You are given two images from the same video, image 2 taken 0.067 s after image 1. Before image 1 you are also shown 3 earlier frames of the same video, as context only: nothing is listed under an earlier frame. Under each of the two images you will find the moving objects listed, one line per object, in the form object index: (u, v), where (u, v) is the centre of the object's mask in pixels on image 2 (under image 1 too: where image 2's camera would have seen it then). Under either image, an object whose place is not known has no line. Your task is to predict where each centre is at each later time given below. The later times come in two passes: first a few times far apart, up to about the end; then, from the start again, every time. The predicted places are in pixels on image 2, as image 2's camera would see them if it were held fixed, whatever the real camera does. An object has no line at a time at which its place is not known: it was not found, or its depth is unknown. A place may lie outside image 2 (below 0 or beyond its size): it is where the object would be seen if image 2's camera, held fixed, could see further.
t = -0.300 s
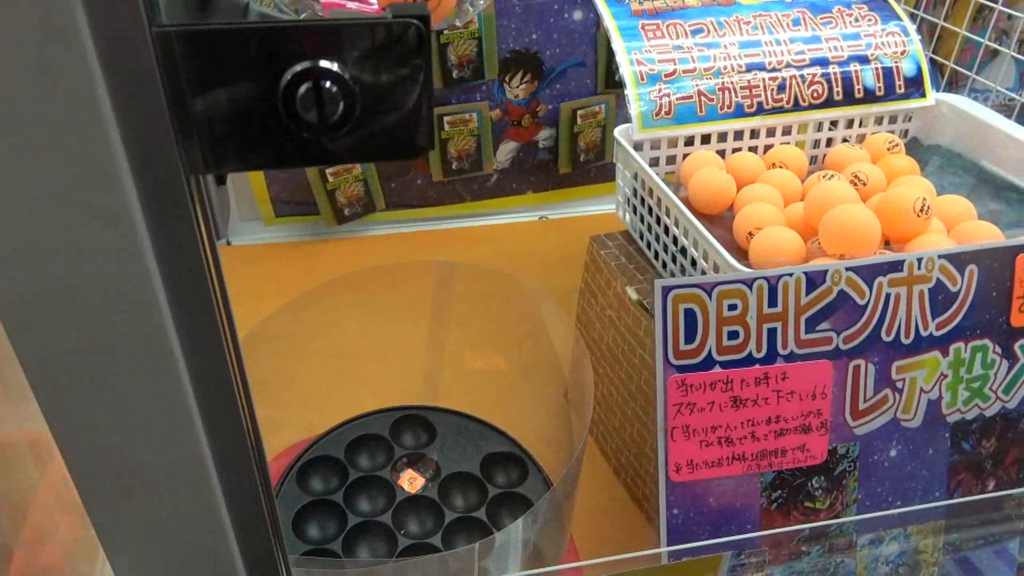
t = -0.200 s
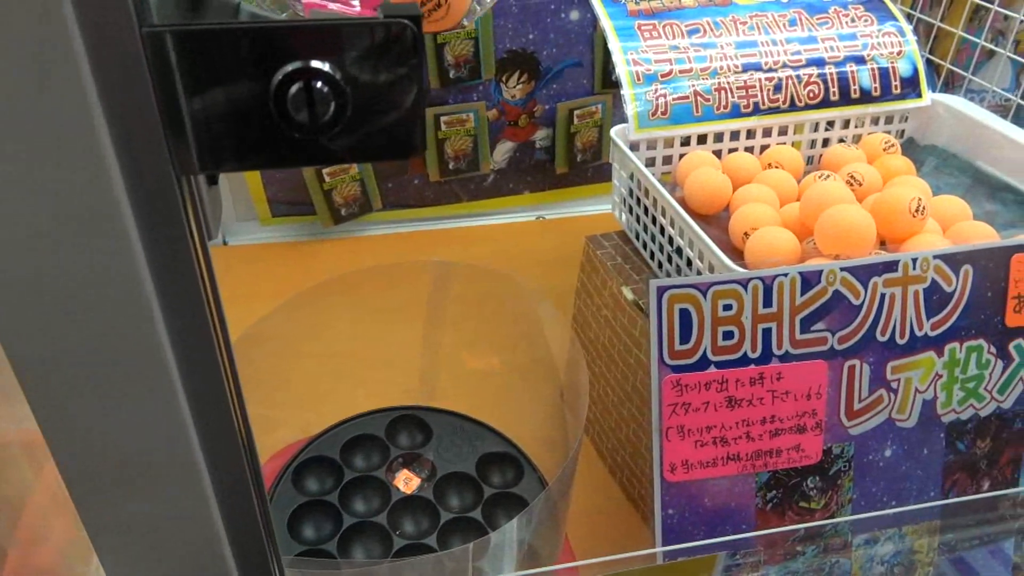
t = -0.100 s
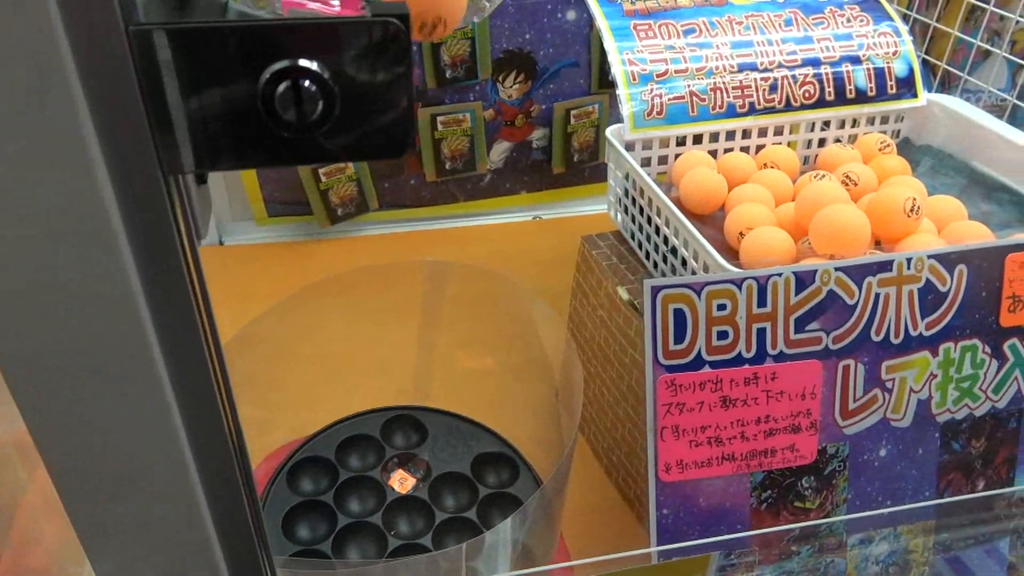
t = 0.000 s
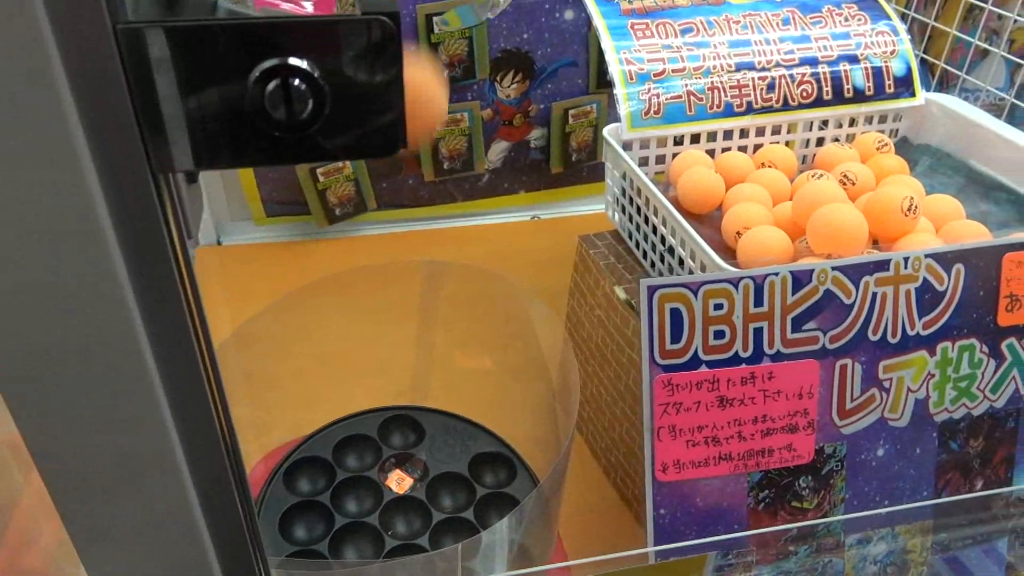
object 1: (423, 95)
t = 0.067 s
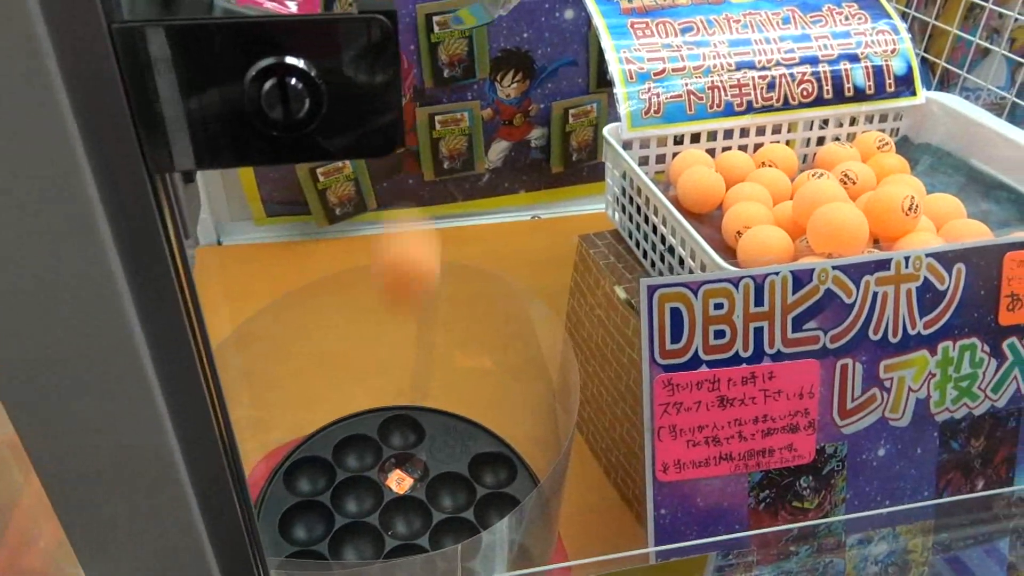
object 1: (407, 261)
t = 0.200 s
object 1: (423, 480)
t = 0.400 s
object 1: (483, 311)
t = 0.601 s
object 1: (482, 455)
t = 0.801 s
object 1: (529, 413)
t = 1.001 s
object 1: (514, 457)
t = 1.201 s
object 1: (534, 482)
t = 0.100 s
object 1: (409, 353)
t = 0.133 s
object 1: (412, 448)
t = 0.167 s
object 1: (415, 520)
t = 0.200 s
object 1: (423, 480)
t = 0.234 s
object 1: (433, 445)
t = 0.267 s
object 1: (447, 415)
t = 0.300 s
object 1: (466, 395)
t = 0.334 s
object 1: (485, 383)
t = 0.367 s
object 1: (485, 336)
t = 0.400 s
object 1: (483, 311)
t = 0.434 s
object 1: (482, 306)
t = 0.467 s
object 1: (480, 316)
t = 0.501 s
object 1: (481, 340)
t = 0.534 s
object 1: (481, 375)
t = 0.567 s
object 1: (480, 418)
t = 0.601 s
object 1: (482, 455)
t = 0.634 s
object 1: (516, 408)
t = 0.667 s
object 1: (519, 389)
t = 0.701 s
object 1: (521, 379)
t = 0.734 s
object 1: (524, 379)
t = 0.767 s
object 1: (527, 390)
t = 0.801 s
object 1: (529, 413)
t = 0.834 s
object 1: (529, 448)
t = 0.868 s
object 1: (527, 490)
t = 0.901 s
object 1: (527, 472)
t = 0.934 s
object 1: (523, 458)
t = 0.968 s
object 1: (519, 452)
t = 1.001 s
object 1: (514, 457)
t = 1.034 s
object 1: (508, 473)
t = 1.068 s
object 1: (502, 495)
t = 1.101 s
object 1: (507, 506)
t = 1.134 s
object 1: (522, 489)
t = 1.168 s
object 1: (534, 480)
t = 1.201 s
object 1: (534, 482)
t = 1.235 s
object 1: (533, 494)
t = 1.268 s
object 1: (531, 515)
